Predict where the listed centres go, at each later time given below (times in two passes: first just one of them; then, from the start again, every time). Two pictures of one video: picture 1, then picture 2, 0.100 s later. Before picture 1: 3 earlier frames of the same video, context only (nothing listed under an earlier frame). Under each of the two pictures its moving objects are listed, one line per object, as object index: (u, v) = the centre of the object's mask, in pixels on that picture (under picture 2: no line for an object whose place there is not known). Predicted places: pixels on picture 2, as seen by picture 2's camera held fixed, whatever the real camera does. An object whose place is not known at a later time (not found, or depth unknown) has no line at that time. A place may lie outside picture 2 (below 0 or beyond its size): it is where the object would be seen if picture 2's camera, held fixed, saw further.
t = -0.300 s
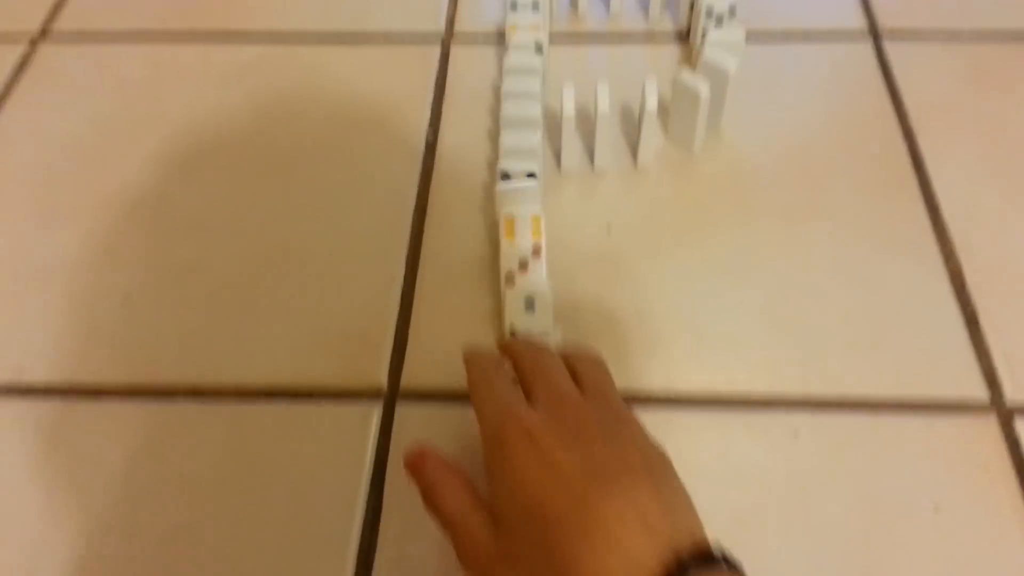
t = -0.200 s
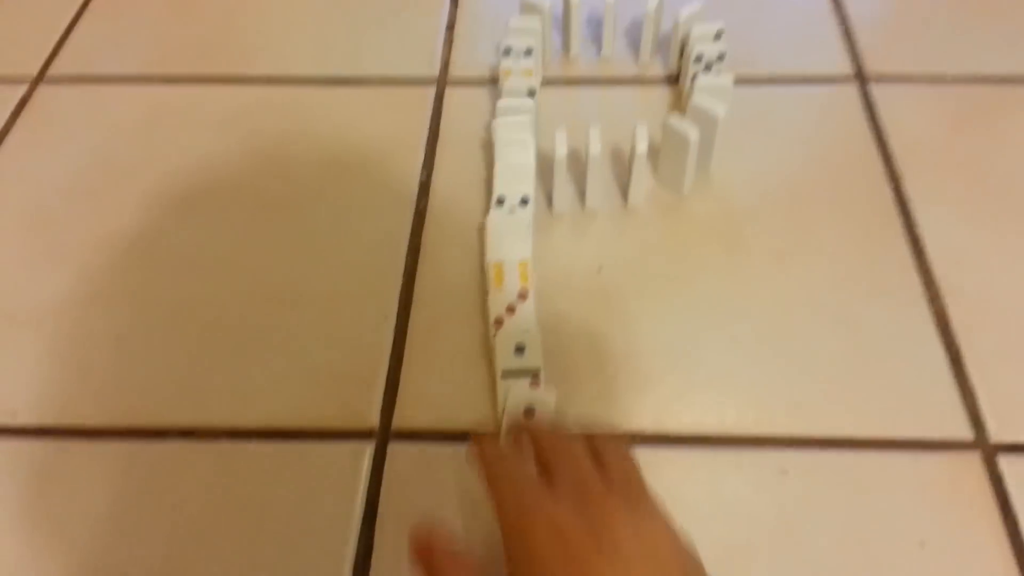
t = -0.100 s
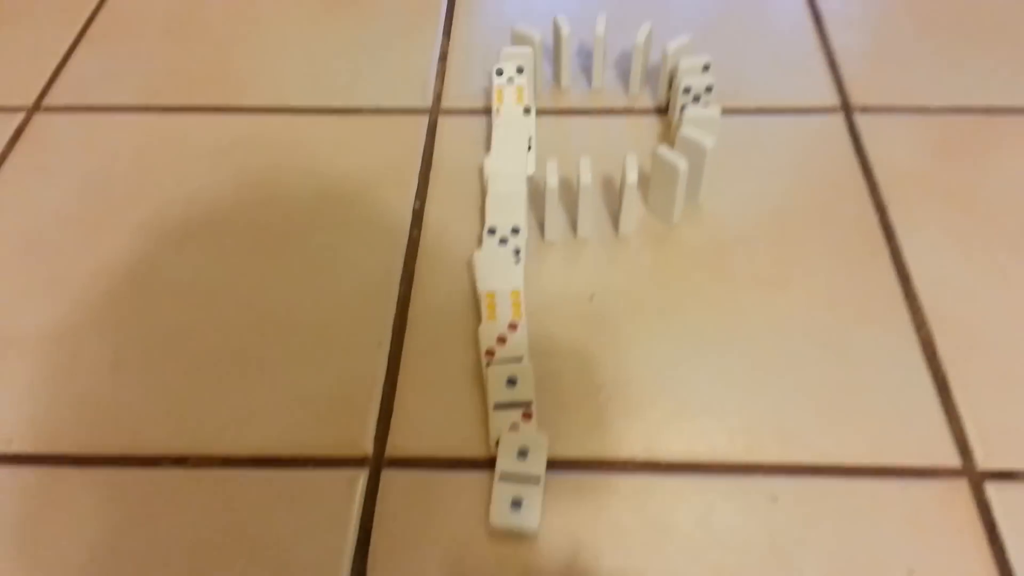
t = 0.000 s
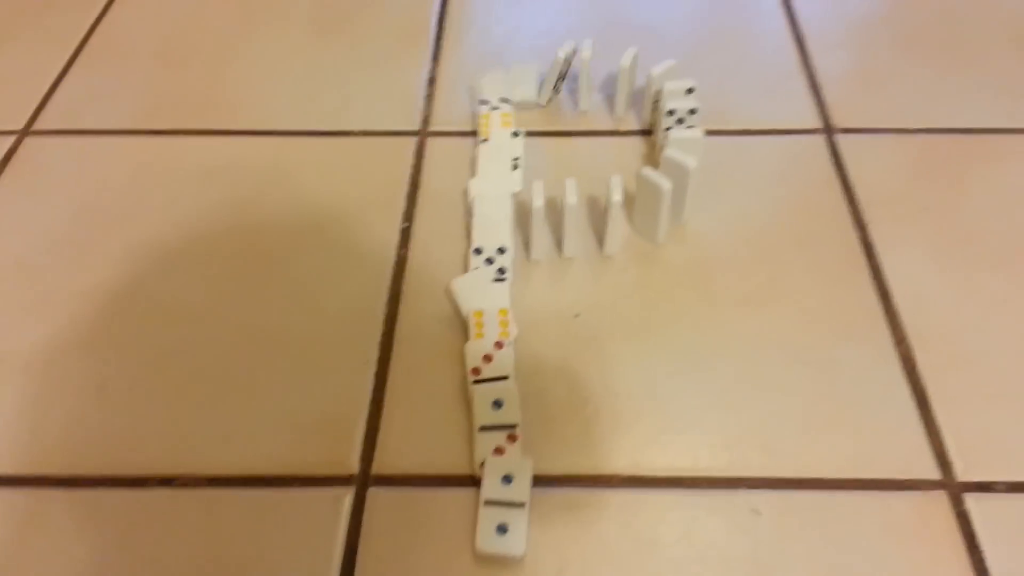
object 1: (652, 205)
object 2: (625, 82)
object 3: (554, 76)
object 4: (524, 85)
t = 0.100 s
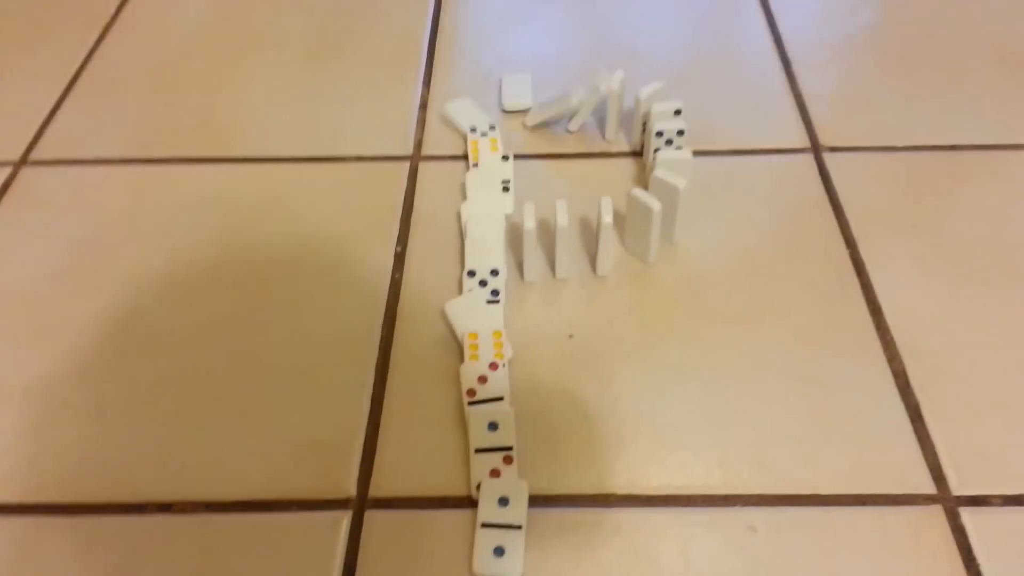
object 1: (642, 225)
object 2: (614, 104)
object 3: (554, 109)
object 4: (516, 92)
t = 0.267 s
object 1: (641, 225)
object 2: (657, 119)
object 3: (541, 116)
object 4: (512, 87)
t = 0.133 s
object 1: (643, 225)
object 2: (621, 116)
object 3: (554, 113)
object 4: (515, 89)
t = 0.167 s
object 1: (642, 224)
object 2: (633, 125)
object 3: (549, 116)
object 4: (513, 86)
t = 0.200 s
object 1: (641, 225)
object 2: (636, 128)
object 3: (546, 116)
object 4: (512, 86)
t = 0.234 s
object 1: (642, 226)
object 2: (652, 119)
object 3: (544, 115)
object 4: (512, 86)
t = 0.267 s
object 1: (641, 225)
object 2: (657, 119)
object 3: (541, 116)
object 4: (512, 87)
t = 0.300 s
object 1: (641, 224)
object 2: (659, 123)
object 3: (539, 116)
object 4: (512, 87)
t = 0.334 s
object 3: (537, 118)
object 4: (513, 87)
